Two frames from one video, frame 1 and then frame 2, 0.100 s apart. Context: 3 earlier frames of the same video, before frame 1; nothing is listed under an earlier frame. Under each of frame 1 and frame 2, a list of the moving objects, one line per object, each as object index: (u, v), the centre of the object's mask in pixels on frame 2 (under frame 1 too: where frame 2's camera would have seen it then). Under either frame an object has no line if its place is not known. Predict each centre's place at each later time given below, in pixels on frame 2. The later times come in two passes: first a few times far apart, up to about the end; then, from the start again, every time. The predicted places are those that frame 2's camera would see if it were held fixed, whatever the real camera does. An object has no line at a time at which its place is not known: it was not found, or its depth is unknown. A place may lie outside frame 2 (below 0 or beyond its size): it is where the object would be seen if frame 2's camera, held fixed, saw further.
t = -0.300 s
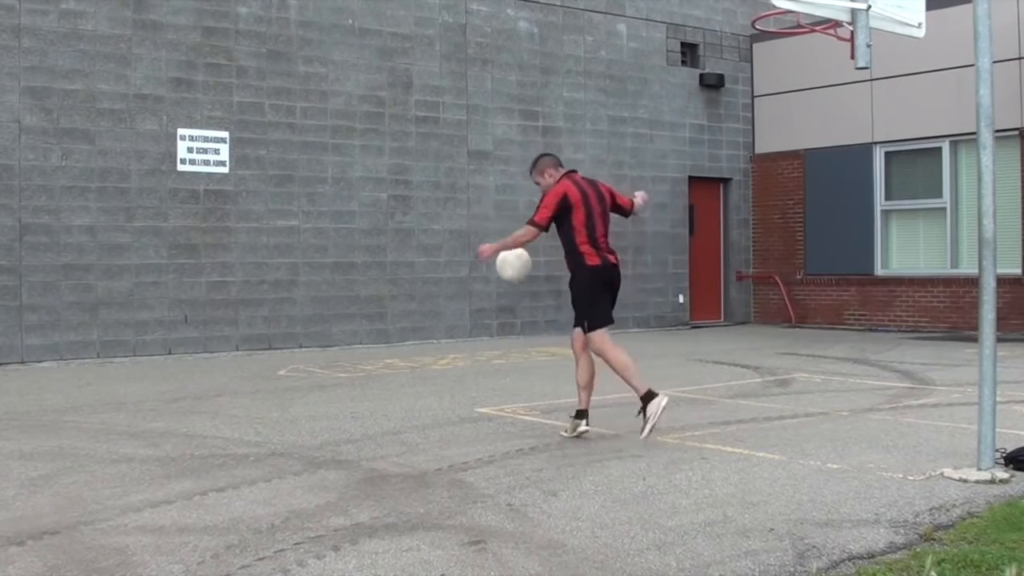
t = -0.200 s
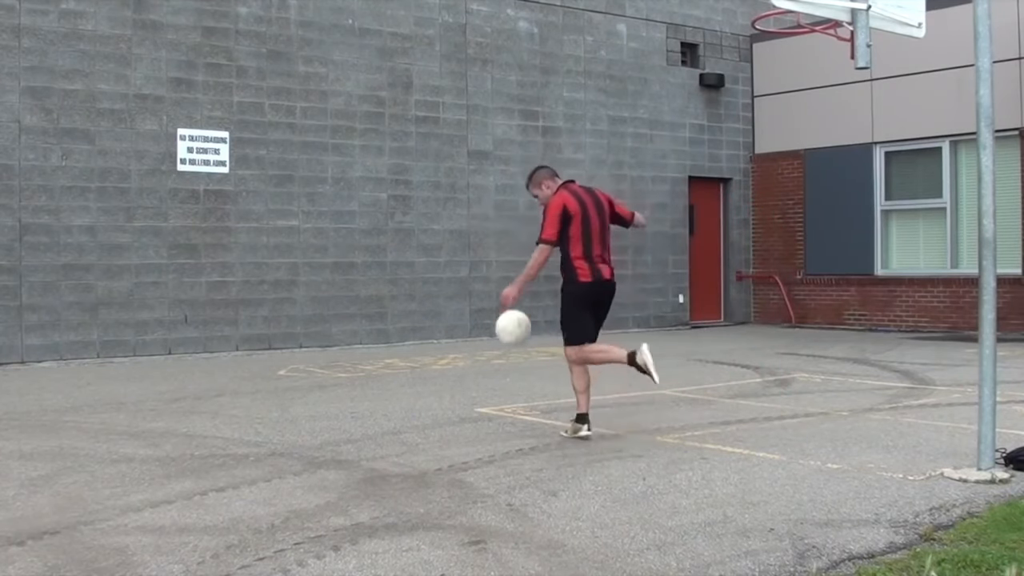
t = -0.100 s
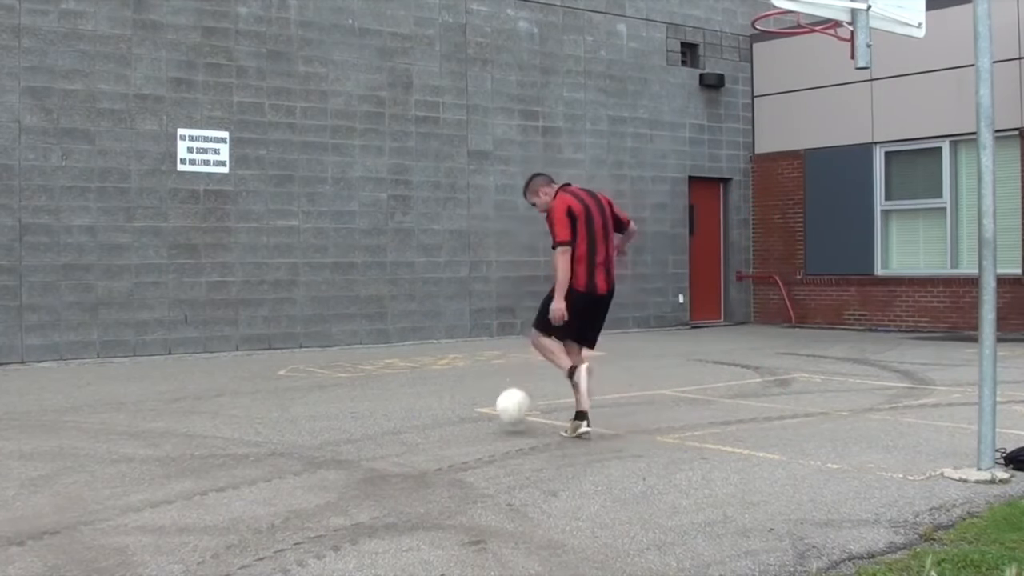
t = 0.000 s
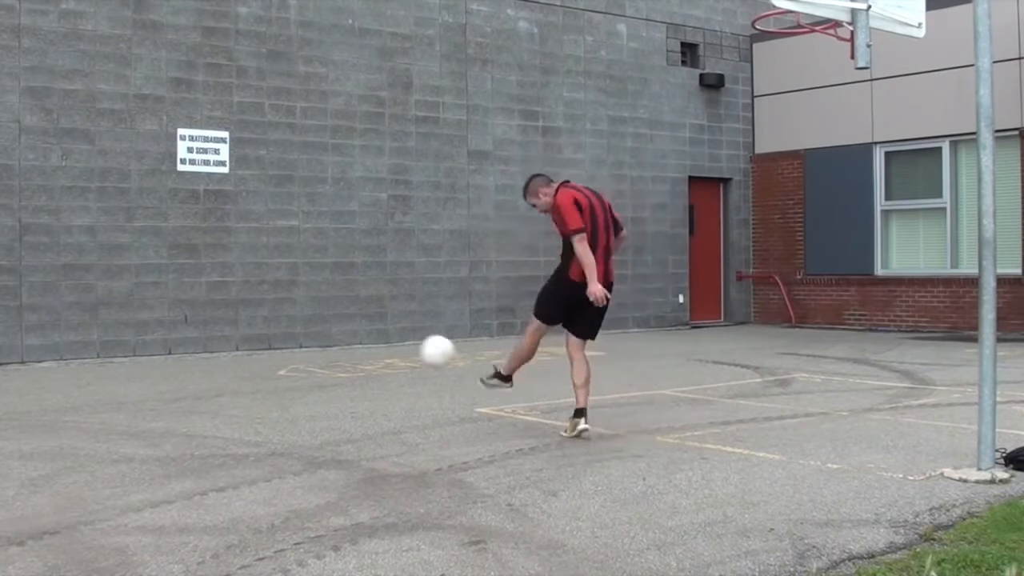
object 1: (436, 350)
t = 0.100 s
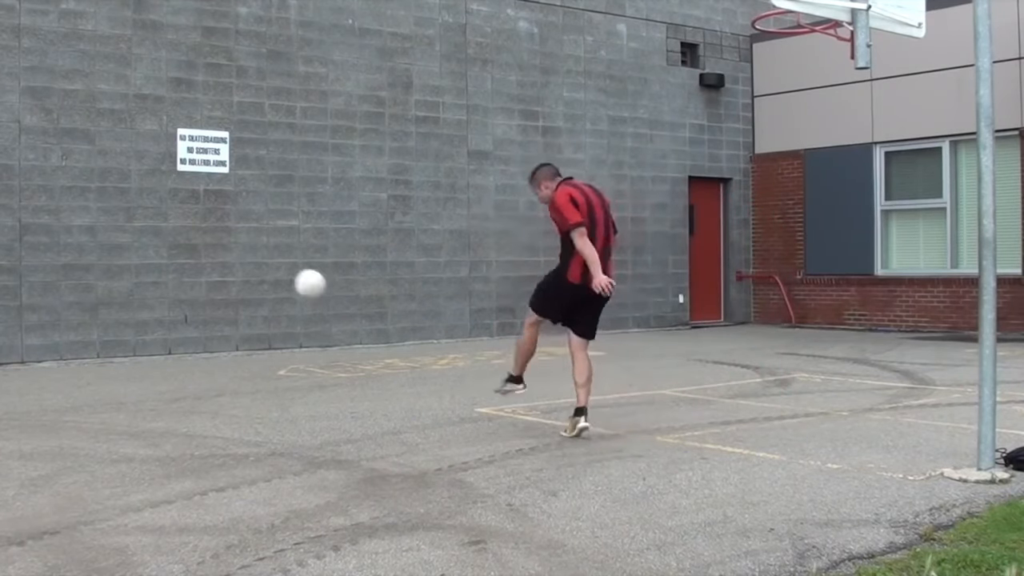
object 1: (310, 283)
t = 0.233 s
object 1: (184, 225)
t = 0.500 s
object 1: (108, 198)
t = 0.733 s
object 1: (211, 271)
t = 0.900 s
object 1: (307, 386)
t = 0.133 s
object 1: (274, 266)
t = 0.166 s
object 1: (241, 249)
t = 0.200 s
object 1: (211, 236)
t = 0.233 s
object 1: (184, 225)
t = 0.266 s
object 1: (158, 216)
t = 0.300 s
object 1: (134, 208)
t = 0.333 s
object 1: (112, 201)
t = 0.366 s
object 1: (92, 194)
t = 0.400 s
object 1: (74, 191)
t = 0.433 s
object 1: (84, 192)
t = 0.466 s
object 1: (96, 195)
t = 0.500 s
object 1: (108, 198)
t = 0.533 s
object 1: (121, 203)
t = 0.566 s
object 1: (135, 210)
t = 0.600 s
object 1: (149, 219)
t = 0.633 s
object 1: (163, 229)
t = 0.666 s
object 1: (179, 241)
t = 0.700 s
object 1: (194, 255)
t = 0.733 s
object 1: (211, 271)
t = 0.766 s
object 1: (229, 289)
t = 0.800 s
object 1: (247, 309)
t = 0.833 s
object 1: (266, 332)
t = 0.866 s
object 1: (285, 357)
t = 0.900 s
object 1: (307, 386)
